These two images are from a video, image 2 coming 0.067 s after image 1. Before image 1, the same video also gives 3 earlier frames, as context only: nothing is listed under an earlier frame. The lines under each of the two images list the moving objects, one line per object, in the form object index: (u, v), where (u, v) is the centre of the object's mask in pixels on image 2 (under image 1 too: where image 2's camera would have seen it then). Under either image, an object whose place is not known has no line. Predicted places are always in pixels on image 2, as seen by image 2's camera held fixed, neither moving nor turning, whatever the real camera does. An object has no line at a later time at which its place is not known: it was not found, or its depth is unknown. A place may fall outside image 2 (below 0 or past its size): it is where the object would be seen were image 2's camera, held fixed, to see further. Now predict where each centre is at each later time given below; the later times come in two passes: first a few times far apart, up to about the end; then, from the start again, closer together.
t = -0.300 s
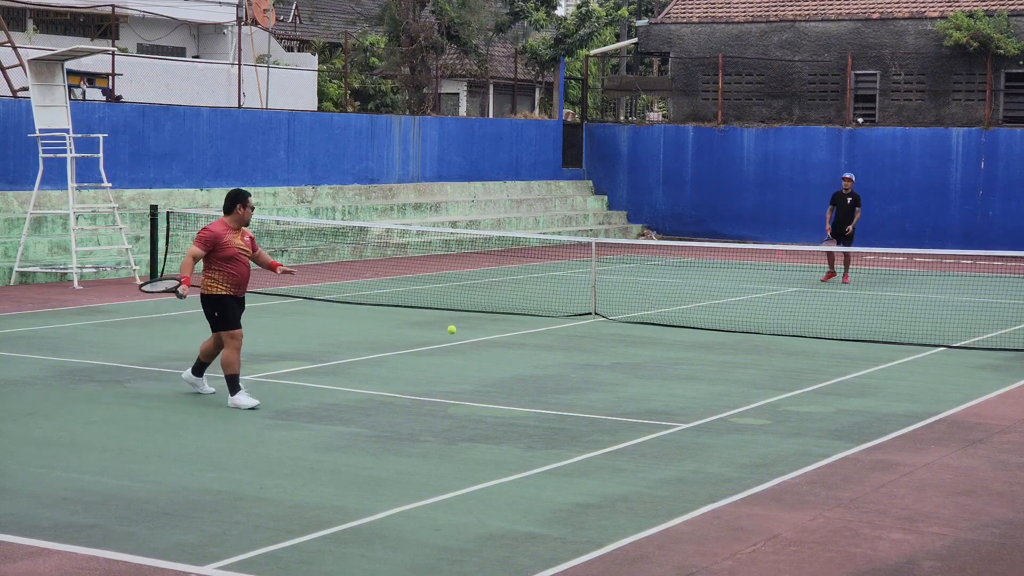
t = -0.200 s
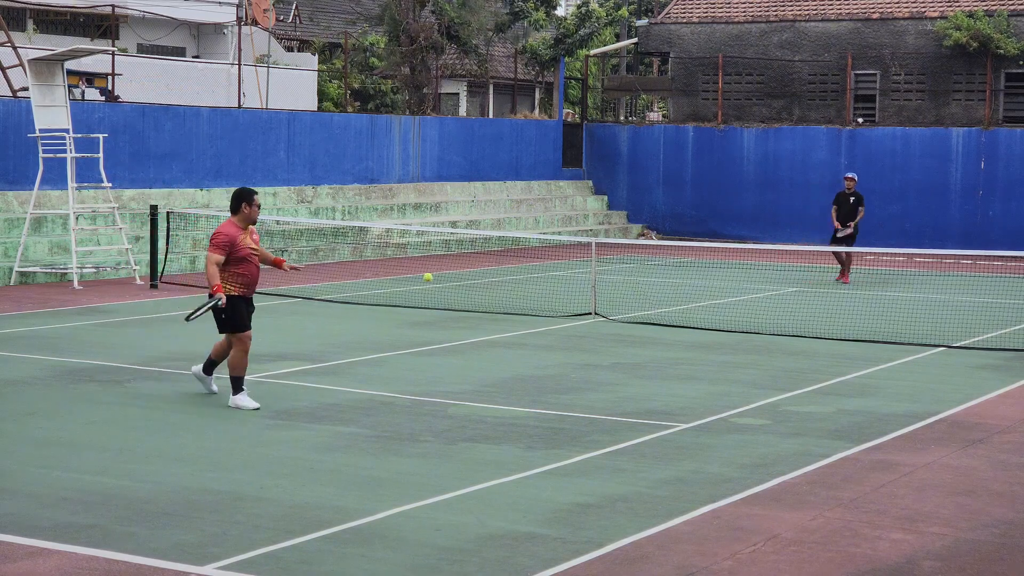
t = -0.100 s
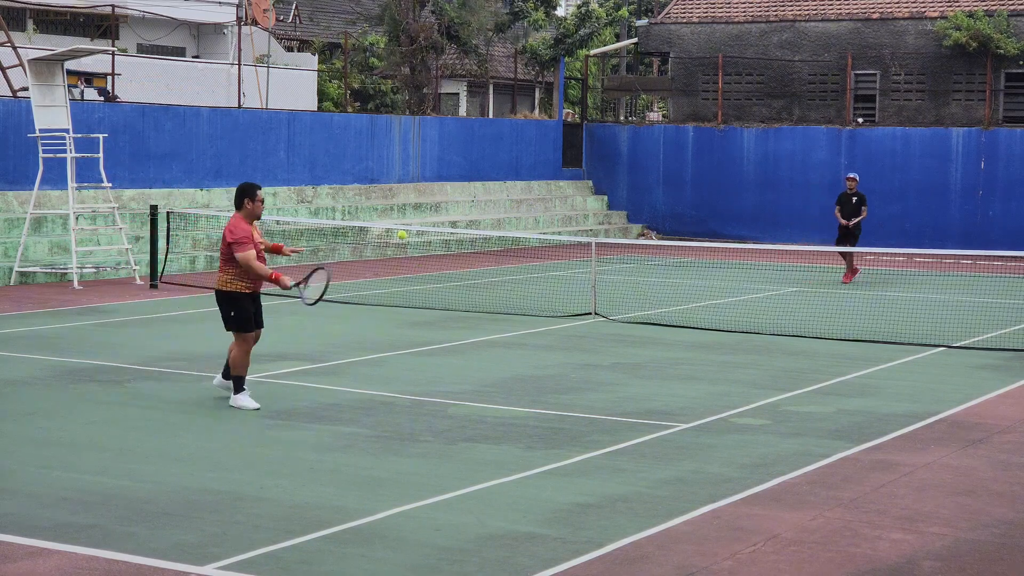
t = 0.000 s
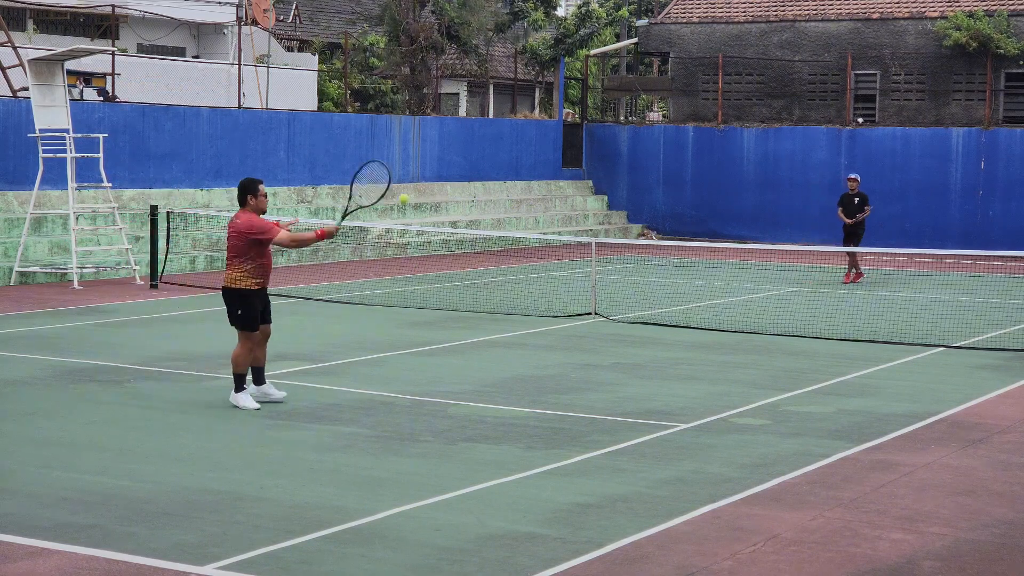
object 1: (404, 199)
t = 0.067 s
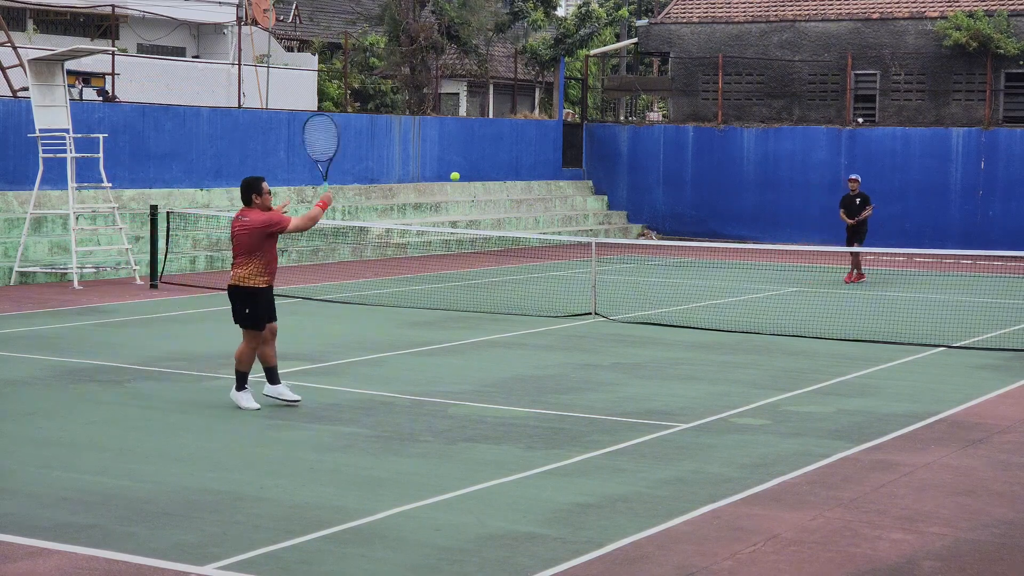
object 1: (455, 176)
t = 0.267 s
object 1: (574, 157)
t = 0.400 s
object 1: (634, 170)
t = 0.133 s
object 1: (499, 163)
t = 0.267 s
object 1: (574, 157)
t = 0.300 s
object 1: (590, 159)
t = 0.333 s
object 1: (606, 161)
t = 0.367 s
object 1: (620, 165)
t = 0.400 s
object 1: (634, 170)
